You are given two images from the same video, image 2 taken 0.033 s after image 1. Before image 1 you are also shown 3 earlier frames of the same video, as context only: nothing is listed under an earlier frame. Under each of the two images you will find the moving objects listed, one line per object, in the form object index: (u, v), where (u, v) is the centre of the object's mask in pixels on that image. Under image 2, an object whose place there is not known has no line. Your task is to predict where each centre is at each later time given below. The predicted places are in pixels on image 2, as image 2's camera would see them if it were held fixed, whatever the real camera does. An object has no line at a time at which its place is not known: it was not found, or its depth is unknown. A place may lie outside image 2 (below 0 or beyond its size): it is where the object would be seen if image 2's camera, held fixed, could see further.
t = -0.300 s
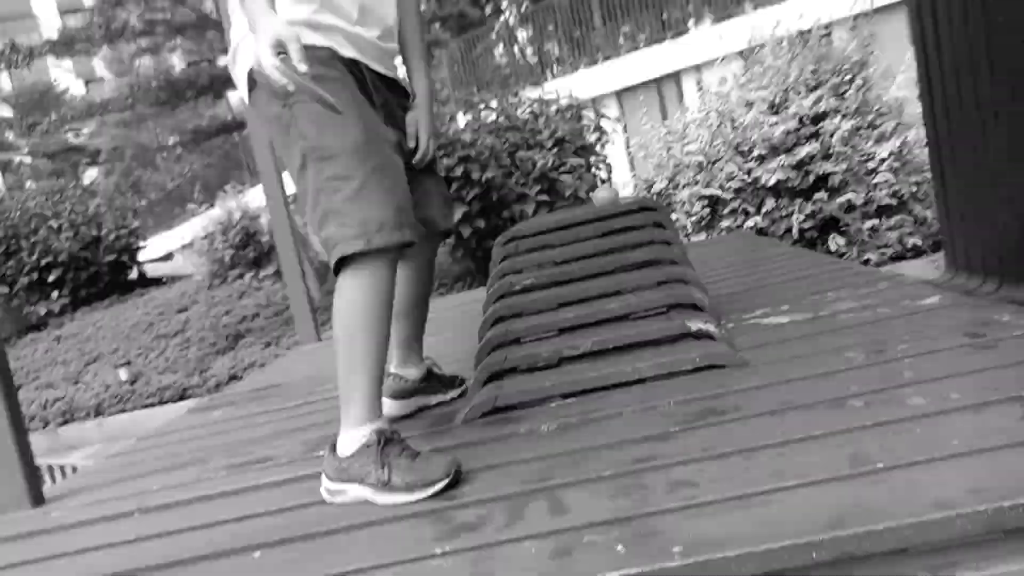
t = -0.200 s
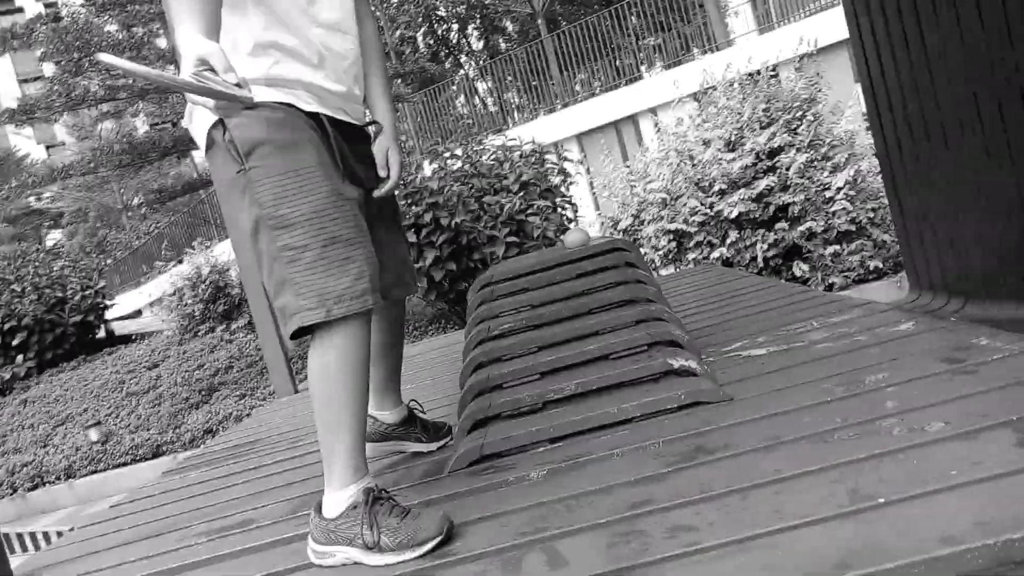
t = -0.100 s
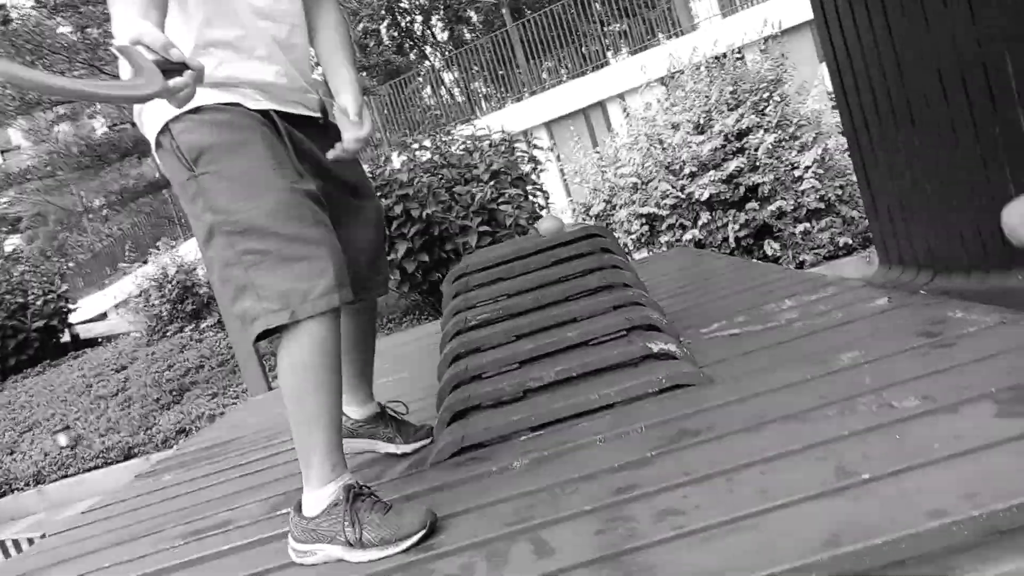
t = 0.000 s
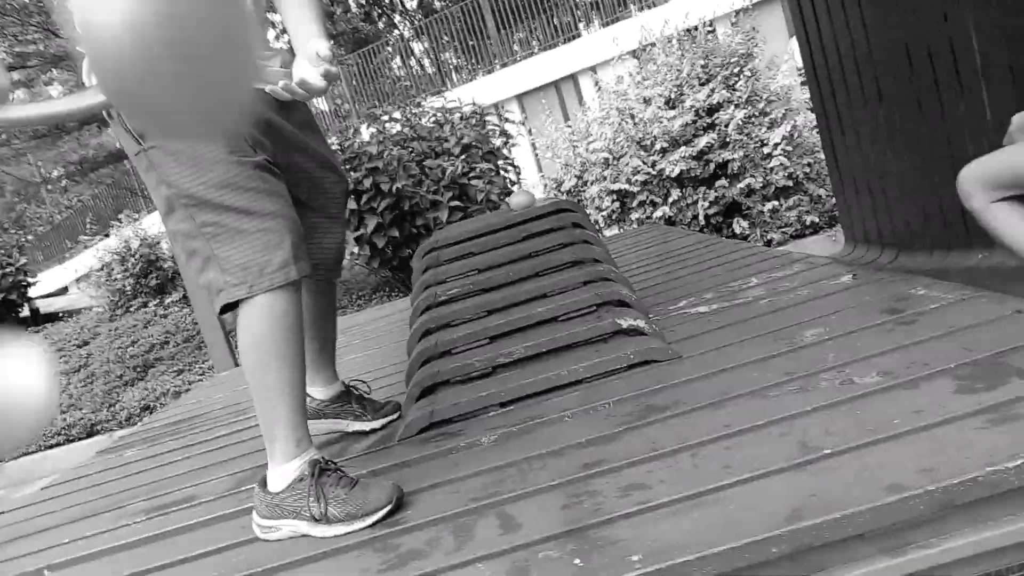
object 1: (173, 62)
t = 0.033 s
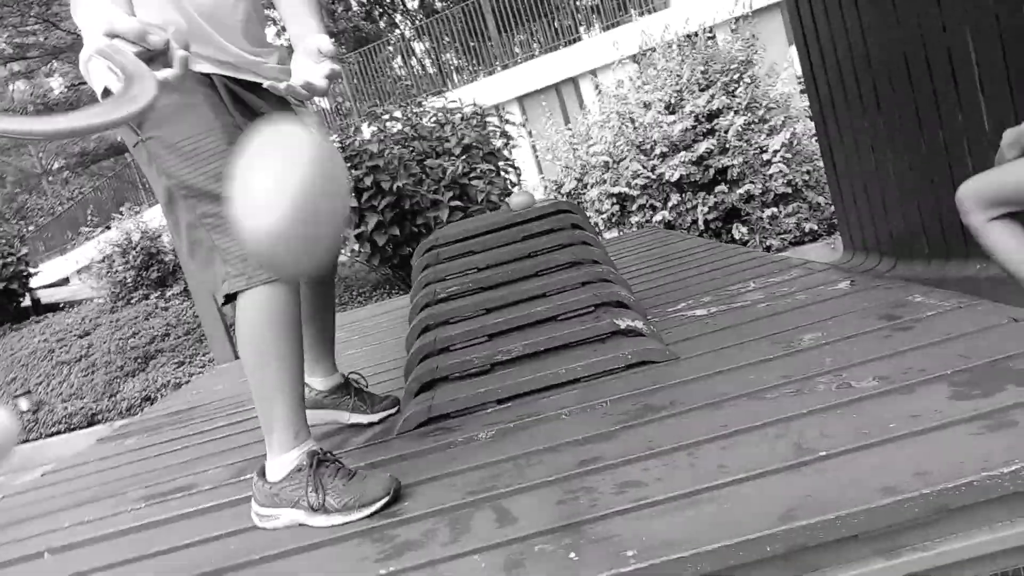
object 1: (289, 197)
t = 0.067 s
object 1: (351, 293)
